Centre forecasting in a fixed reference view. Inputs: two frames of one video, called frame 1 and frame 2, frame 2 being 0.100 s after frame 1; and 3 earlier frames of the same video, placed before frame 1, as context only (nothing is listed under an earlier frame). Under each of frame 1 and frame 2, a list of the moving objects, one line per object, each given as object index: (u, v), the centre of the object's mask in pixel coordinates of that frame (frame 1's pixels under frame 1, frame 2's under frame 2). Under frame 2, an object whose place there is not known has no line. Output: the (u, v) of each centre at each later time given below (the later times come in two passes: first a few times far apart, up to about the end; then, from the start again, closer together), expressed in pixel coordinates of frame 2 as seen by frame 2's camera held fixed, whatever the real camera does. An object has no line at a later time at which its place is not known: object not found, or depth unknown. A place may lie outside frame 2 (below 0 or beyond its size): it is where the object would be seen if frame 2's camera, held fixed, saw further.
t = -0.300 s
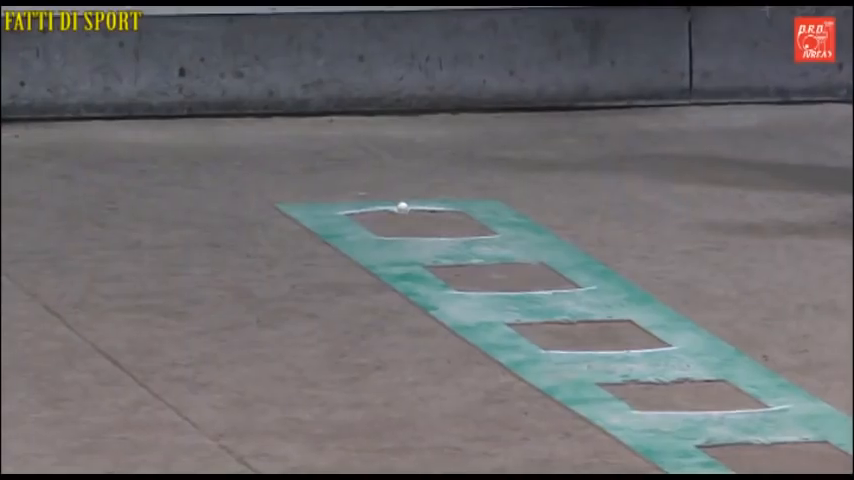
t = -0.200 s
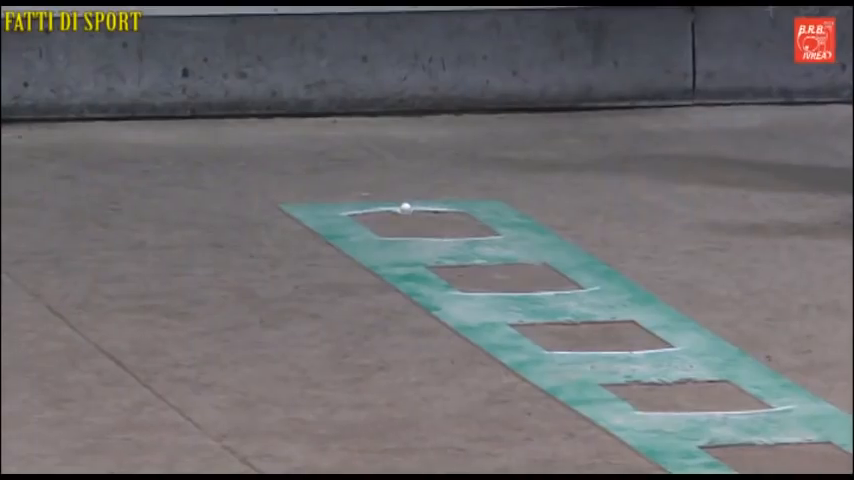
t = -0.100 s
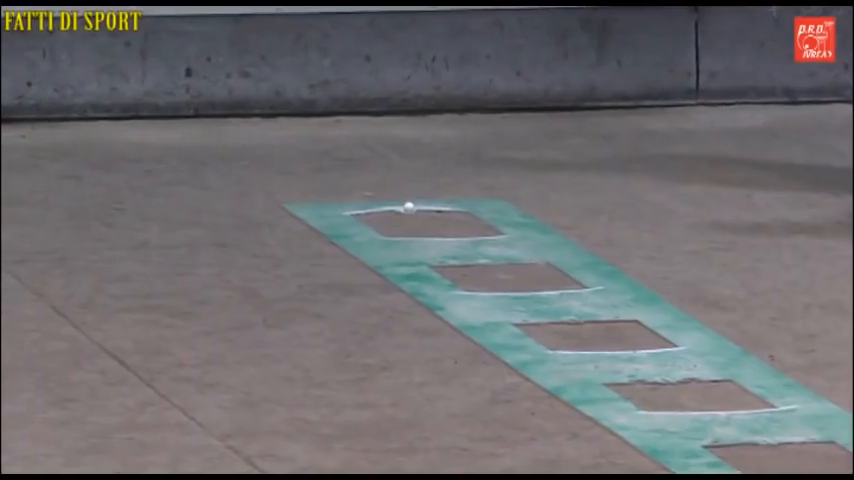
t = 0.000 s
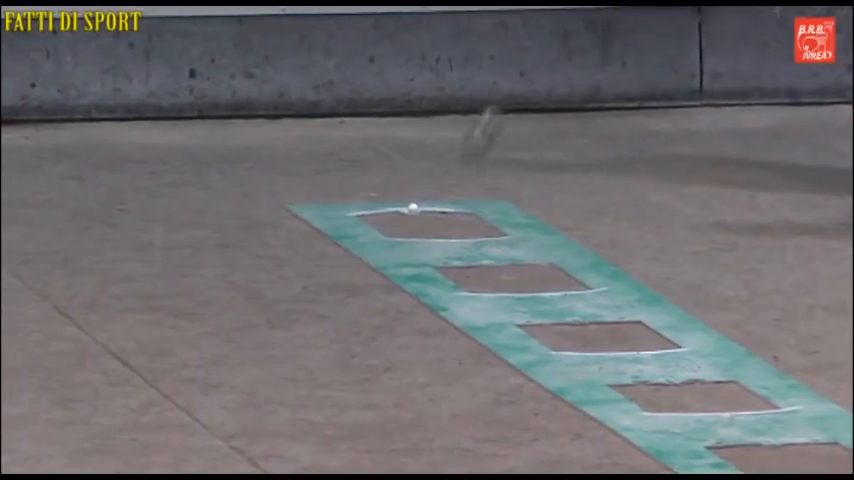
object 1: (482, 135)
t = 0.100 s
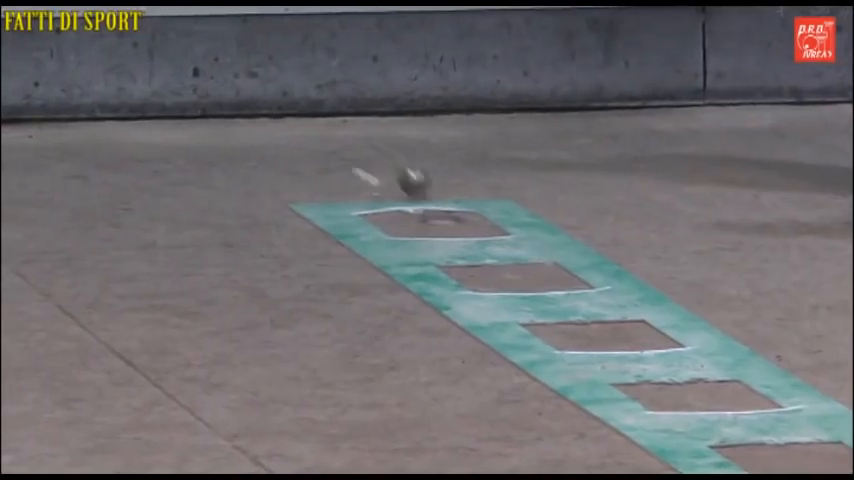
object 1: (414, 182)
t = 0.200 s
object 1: (366, 144)
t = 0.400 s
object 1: (310, 99)
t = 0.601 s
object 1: (335, 86)
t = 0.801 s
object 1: (353, 131)
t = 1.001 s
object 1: (355, 131)
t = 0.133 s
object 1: (404, 172)
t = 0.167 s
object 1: (383, 156)
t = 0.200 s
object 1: (366, 144)
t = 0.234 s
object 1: (356, 141)
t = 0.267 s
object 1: (339, 137)
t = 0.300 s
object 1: (324, 128)
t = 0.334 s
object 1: (314, 122)
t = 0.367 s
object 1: (305, 111)
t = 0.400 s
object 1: (310, 99)
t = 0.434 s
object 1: (312, 88)
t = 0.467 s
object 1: (317, 79)
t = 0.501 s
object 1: (322, 76)
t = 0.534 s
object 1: (325, 76)
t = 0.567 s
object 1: (330, 79)
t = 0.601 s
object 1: (335, 86)
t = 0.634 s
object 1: (338, 90)
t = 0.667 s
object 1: (344, 101)
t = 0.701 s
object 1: (349, 125)
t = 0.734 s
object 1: (351, 131)
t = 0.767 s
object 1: (353, 130)
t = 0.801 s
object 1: (353, 131)
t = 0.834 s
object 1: (354, 131)
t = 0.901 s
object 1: (354, 132)
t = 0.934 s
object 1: (355, 132)
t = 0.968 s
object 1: (356, 131)
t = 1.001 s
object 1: (355, 131)
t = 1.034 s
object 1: (355, 132)
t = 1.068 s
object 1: (356, 132)
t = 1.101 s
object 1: (356, 131)
